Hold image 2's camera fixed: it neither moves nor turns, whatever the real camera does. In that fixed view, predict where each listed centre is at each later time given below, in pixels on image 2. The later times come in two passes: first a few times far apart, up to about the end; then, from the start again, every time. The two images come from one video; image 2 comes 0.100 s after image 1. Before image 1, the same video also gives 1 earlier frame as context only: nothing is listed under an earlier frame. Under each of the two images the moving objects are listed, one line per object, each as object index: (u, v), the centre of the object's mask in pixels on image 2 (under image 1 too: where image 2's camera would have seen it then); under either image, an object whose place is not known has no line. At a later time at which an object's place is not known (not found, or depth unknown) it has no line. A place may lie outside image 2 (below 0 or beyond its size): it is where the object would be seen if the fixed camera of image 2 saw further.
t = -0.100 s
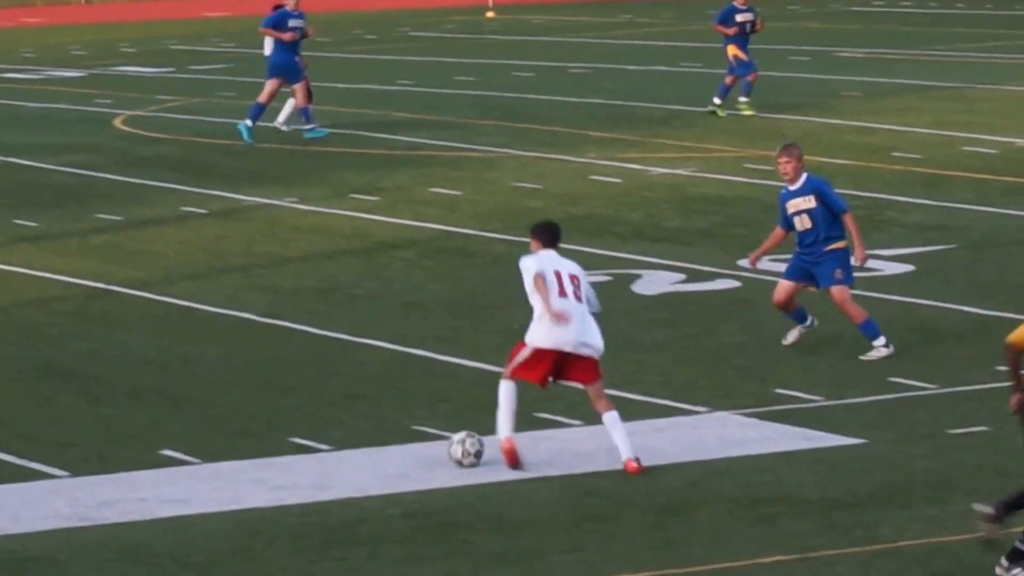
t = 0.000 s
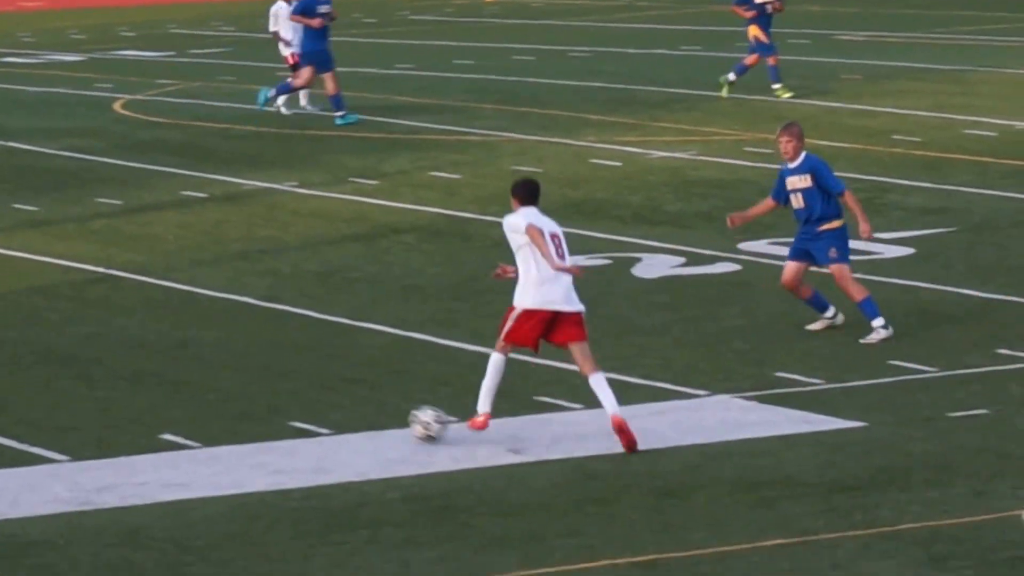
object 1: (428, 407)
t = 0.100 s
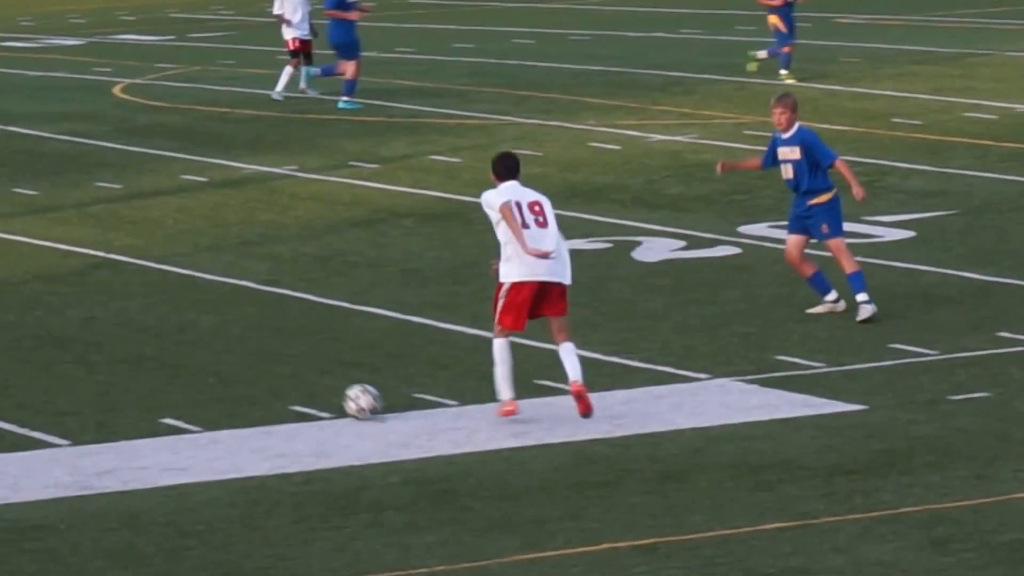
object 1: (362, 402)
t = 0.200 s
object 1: (304, 394)
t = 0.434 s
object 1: (198, 384)
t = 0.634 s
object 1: (132, 374)
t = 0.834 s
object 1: (75, 367)
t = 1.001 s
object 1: (38, 360)
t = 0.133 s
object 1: (342, 398)
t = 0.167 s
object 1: (323, 394)
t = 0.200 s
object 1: (304, 394)
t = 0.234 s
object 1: (286, 394)
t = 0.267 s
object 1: (270, 391)
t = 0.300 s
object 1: (255, 387)
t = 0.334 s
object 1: (240, 384)
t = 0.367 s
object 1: (225, 384)
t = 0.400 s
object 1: (212, 385)
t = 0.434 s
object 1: (198, 384)
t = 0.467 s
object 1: (185, 380)
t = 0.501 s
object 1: (174, 379)
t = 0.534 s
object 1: (162, 379)
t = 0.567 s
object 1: (151, 377)
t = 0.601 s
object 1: (142, 375)
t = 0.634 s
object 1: (132, 374)
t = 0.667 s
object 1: (121, 374)
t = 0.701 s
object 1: (112, 372)
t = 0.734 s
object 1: (103, 369)
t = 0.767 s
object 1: (93, 369)
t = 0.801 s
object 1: (84, 369)
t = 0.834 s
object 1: (75, 367)
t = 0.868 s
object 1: (67, 365)
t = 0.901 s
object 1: (57, 365)
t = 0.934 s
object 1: (49, 365)
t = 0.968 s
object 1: (41, 363)
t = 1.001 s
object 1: (38, 360)
